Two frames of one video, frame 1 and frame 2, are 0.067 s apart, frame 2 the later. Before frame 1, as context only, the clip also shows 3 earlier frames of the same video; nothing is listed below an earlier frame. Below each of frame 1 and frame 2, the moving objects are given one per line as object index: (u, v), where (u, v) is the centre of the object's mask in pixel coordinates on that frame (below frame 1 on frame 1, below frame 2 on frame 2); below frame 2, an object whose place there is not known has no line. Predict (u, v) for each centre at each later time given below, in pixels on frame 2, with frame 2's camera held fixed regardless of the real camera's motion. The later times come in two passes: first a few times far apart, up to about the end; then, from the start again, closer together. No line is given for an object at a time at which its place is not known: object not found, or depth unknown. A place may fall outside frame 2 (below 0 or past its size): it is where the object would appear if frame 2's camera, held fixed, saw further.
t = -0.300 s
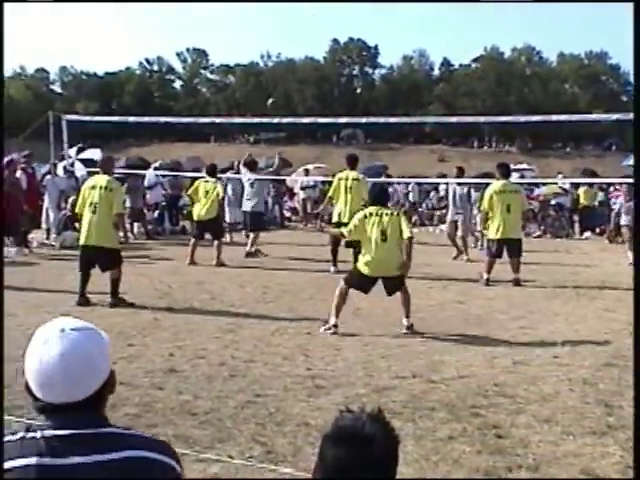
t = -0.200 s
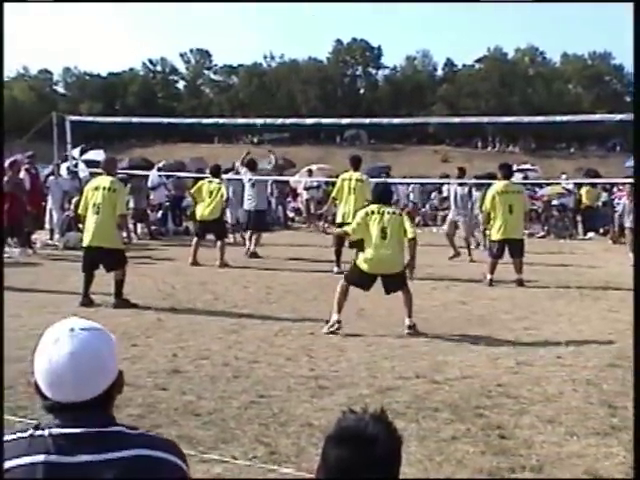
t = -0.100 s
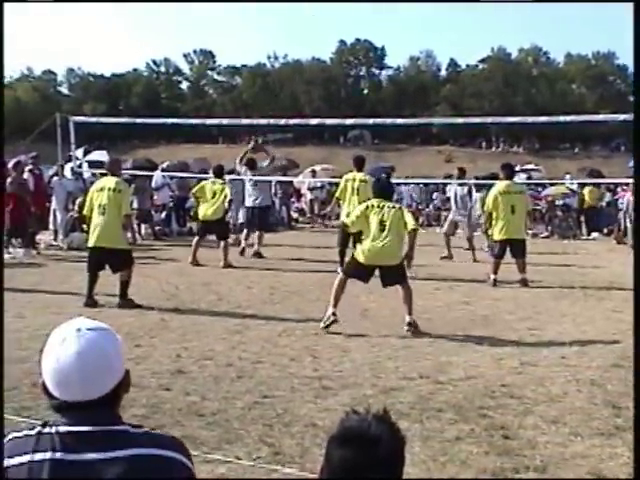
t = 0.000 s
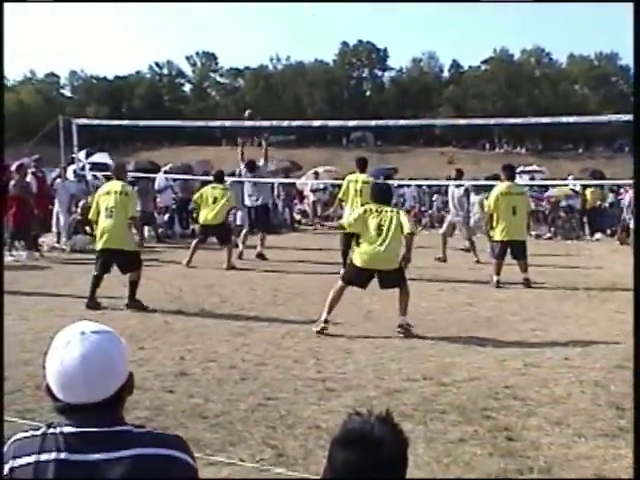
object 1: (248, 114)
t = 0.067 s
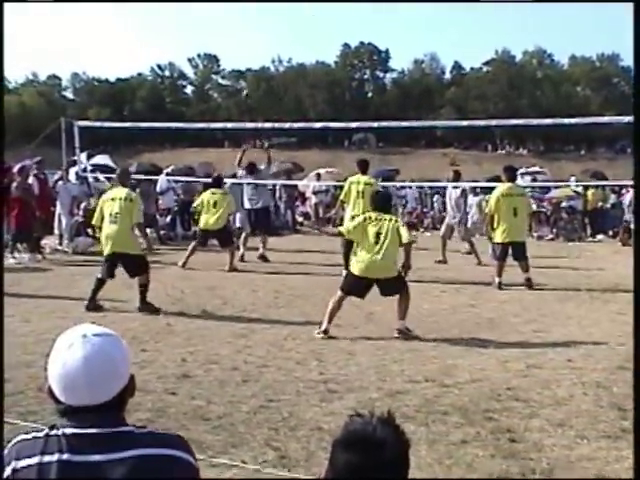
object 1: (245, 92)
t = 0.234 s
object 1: (238, 50)
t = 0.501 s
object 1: (220, 15)
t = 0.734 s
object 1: (204, 15)
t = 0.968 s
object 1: (188, 44)
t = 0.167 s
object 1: (243, 65)
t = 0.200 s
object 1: (240, 58)
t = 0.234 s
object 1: (238, 50)
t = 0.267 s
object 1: (235, 44)
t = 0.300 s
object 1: (233, 38)
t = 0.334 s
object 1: (231, 33)
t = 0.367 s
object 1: (229, 28)
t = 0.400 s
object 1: (226, 24)
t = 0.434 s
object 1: (224, 20)
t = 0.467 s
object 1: (222, 17)
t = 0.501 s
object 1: (220, 15)
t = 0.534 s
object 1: (217, 14)
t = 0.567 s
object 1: (215, 12)
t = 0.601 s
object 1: (213, 12)
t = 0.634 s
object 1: (210, 12)
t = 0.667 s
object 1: (208, 13)
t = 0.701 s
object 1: (206, 14)
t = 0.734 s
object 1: (204, 15)
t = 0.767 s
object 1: (201, 18)
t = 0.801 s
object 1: (199, 21)
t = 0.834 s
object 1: (197, 25)
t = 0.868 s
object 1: (195, 28)
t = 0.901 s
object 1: (193, 33)
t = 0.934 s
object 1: (190, 38)
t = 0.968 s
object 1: (188, 44)
